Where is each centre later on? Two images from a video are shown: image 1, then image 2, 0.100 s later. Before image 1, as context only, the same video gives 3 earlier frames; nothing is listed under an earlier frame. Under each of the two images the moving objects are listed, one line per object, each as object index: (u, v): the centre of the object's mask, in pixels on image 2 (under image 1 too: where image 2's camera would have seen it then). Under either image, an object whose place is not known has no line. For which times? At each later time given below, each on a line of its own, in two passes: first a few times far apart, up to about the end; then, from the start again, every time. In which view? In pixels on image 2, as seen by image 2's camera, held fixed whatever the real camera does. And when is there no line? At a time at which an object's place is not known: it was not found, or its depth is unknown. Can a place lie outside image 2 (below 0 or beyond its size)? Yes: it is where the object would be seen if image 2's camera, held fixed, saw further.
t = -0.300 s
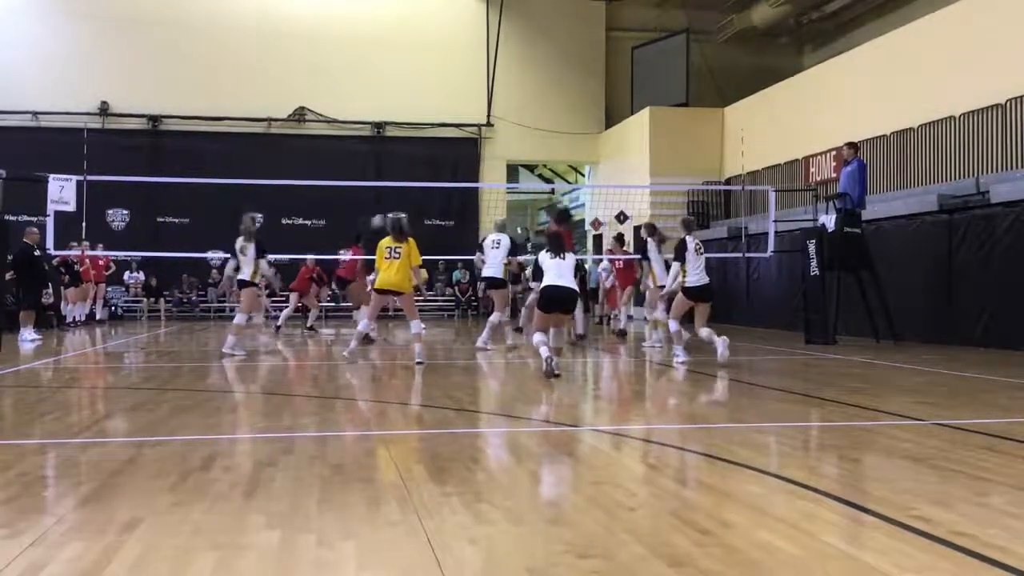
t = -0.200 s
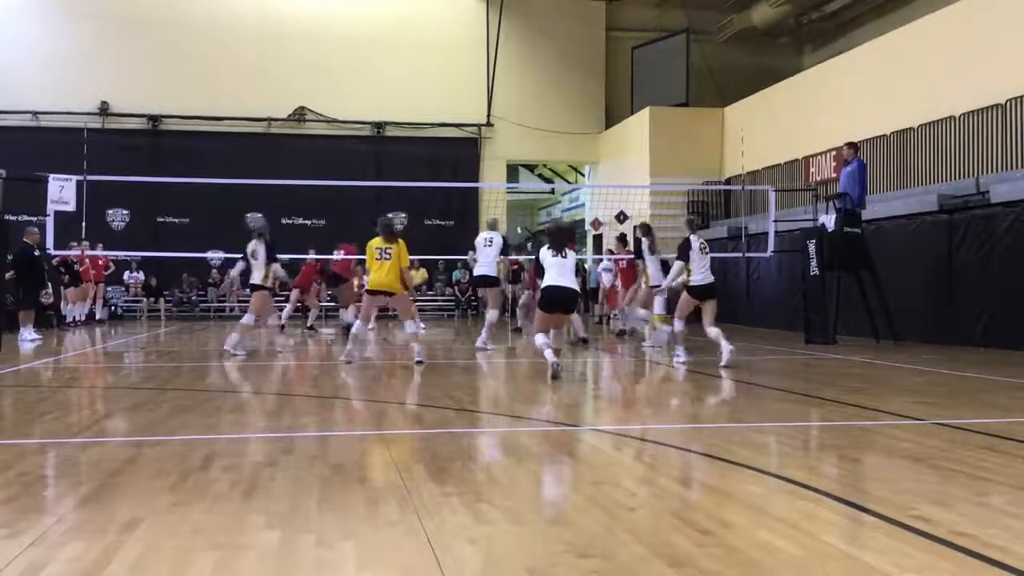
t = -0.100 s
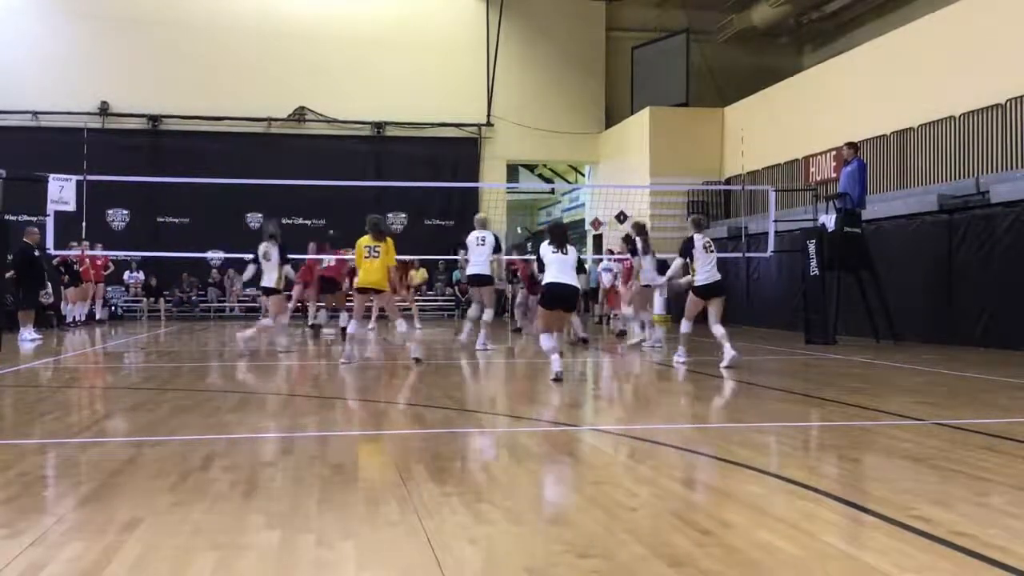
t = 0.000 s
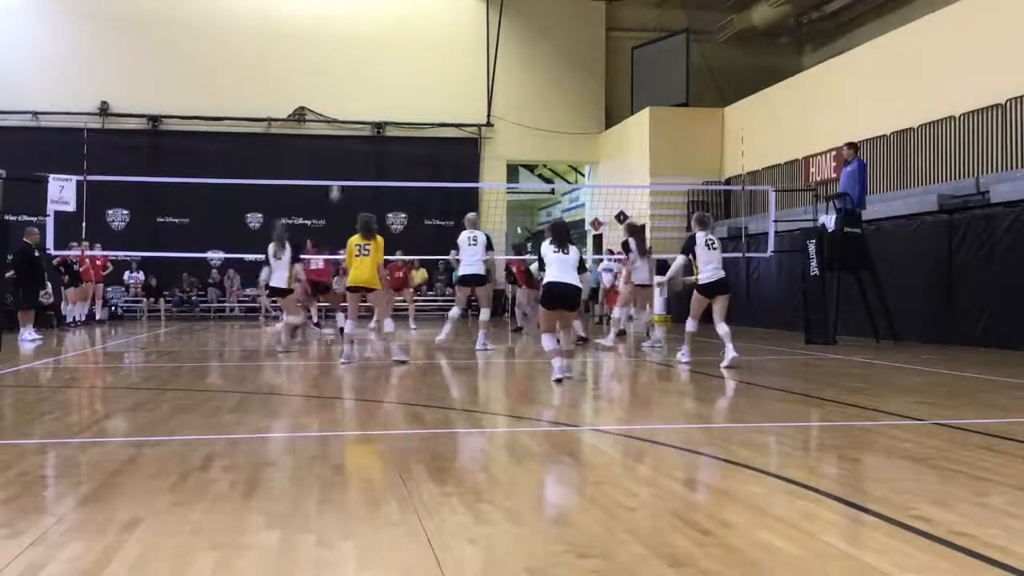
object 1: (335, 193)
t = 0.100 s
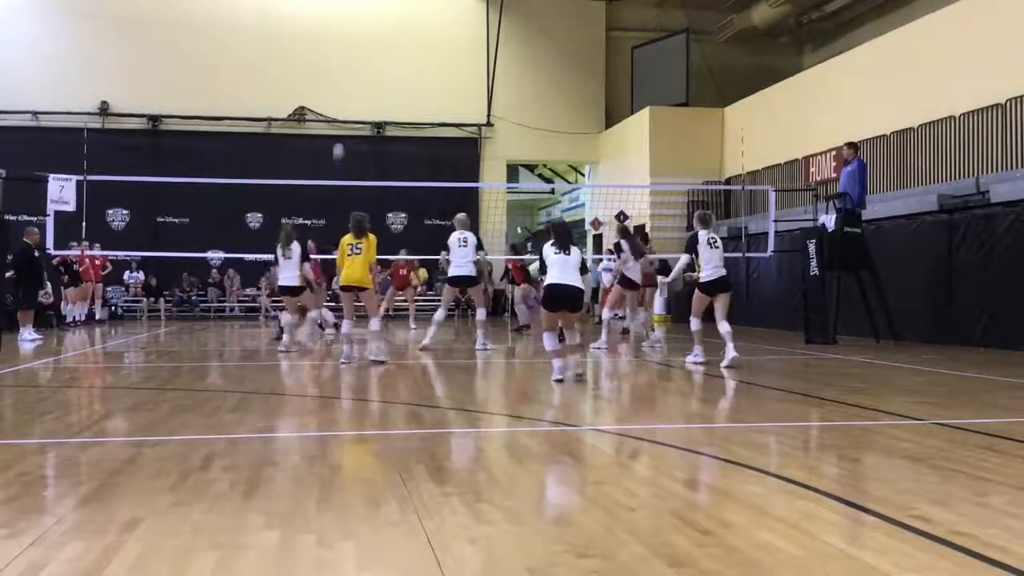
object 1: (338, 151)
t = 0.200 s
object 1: (341, 115)
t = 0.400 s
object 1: (346, 61)
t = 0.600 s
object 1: (351, 28)
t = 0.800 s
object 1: (356, 17)
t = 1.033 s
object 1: (362, 31)
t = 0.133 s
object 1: (339, 140)
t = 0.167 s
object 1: (340, 127)
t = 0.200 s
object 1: (341, 115)
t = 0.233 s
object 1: (342, 107)
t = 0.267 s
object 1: (343, 97)
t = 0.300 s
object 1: (344, 86)
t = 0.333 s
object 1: (345, 80)
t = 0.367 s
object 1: (345, 70)
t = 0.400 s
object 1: (346, 61)
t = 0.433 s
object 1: (347, 56)
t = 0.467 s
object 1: (349, 48)
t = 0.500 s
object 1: (349, 42)
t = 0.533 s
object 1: (350, 37)
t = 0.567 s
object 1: (351, 32)
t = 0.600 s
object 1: (351, 28)
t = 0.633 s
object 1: (352, 23)
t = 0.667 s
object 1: (353, 21)
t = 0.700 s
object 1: (353, 19)
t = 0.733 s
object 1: (354, 18)
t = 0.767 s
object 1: (355, 17)
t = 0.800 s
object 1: (356, 17)
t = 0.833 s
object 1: (357, 17)
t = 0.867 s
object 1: (357, 18)
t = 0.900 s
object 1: (358, 19)
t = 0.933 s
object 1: (359, 22)
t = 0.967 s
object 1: (360, 25)
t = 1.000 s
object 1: (361, 28)
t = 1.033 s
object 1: (362, 31)
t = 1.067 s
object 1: (363, 37)
